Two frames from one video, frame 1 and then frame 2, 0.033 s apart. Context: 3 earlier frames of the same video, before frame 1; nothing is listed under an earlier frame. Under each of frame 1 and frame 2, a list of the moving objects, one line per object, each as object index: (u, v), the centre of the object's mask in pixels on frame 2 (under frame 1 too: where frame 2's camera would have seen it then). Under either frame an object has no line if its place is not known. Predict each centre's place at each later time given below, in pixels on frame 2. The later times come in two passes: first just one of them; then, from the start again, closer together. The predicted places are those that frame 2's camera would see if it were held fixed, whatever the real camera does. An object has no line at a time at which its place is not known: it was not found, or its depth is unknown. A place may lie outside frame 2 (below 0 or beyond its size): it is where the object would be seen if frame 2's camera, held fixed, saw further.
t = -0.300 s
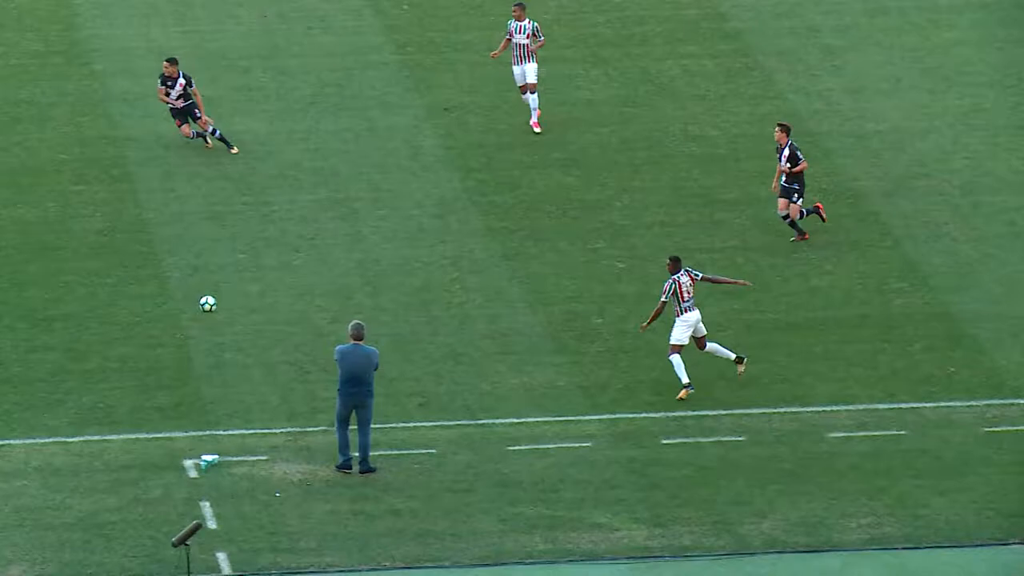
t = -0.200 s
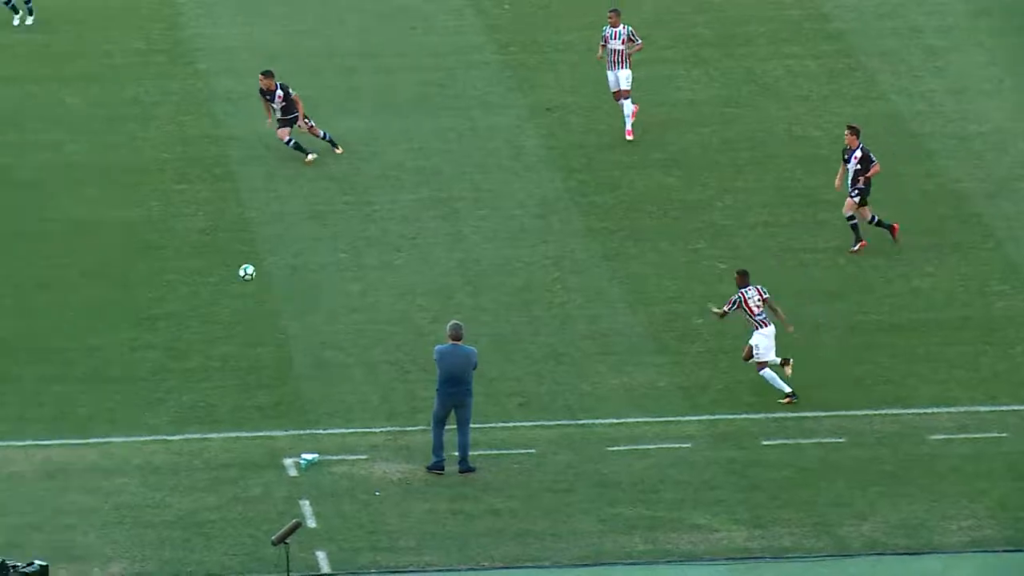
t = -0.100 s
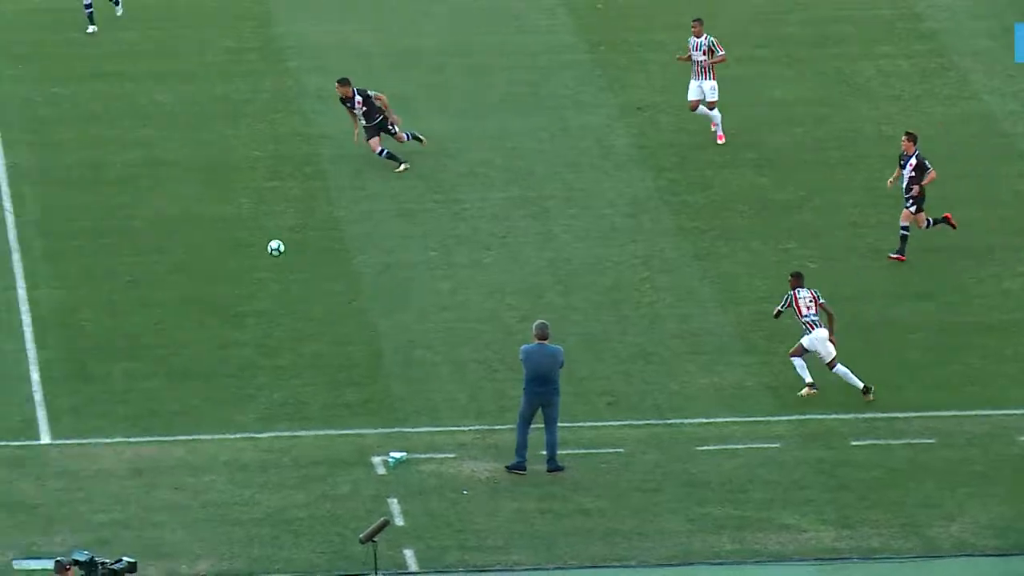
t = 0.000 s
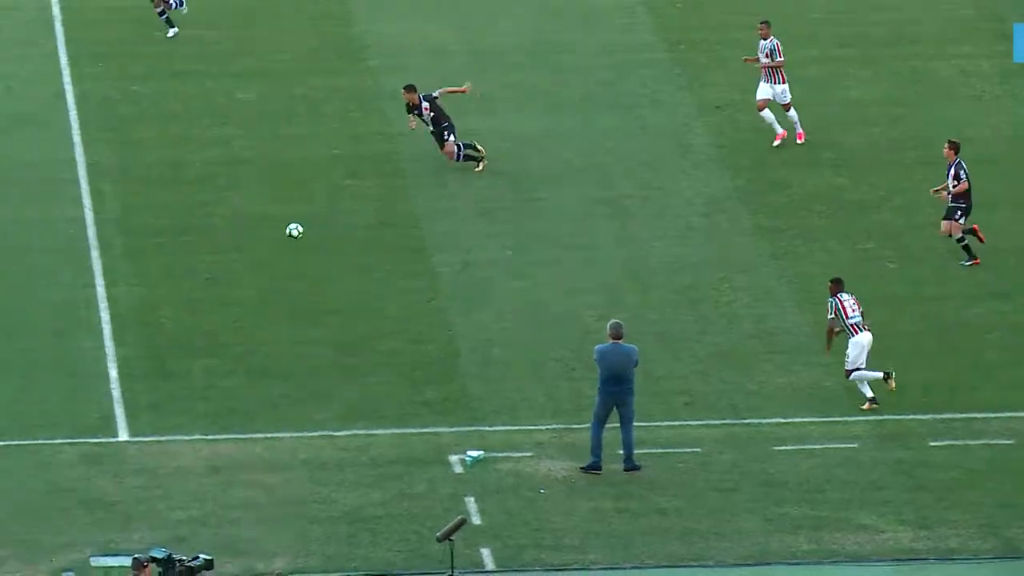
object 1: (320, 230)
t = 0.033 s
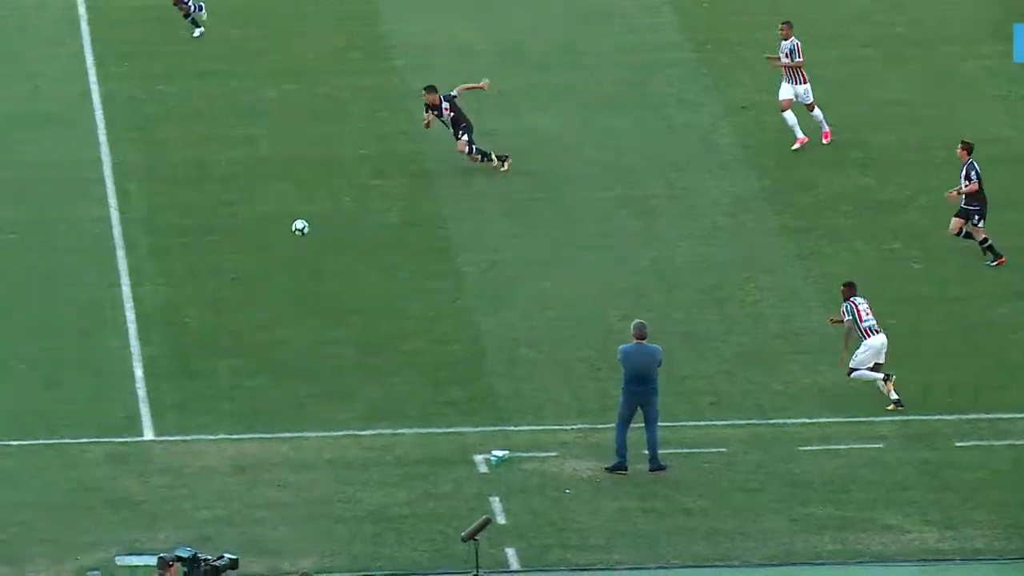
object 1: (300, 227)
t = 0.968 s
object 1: (-149, 234)
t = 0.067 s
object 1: (281, 224)
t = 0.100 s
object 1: (261, 222)
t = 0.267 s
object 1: (167, 227)
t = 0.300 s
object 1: (149, 230)
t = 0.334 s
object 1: (131, 235)
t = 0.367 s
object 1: (113, 241)
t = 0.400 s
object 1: (95, 247)
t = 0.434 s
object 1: (78, 254)
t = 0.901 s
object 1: (-123, 235)
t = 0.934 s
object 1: (-136, 234)
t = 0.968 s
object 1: (-149, 234)
